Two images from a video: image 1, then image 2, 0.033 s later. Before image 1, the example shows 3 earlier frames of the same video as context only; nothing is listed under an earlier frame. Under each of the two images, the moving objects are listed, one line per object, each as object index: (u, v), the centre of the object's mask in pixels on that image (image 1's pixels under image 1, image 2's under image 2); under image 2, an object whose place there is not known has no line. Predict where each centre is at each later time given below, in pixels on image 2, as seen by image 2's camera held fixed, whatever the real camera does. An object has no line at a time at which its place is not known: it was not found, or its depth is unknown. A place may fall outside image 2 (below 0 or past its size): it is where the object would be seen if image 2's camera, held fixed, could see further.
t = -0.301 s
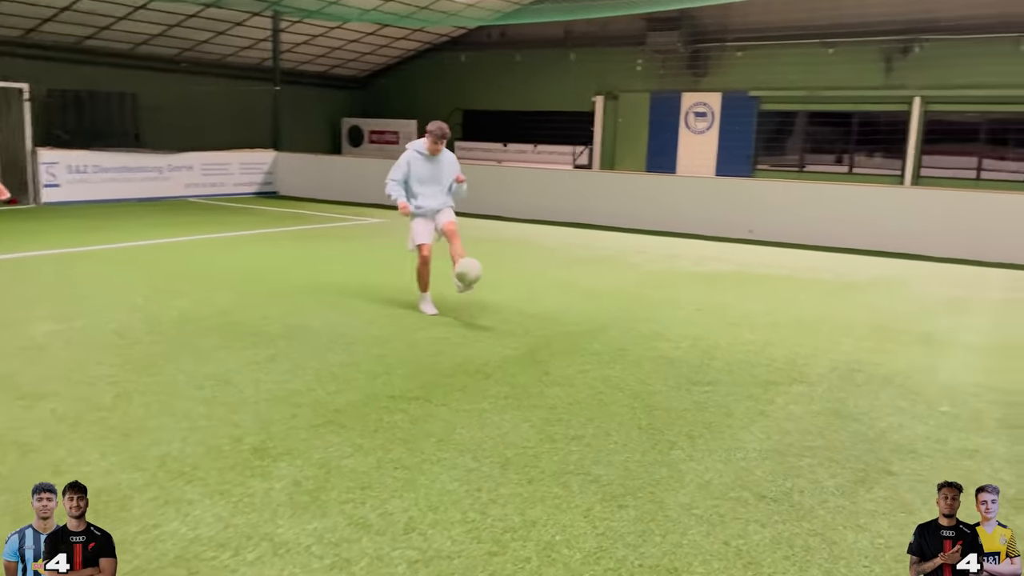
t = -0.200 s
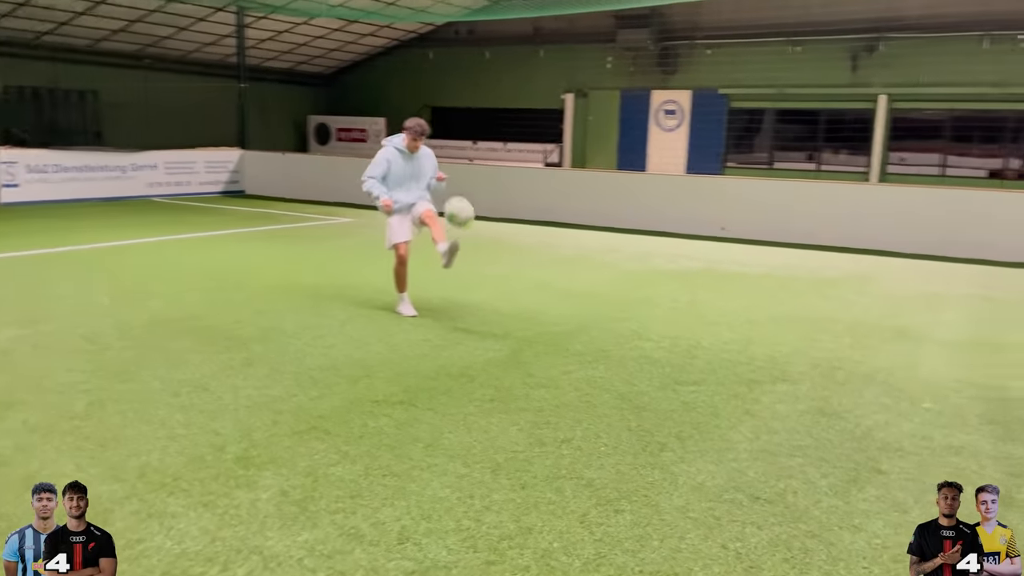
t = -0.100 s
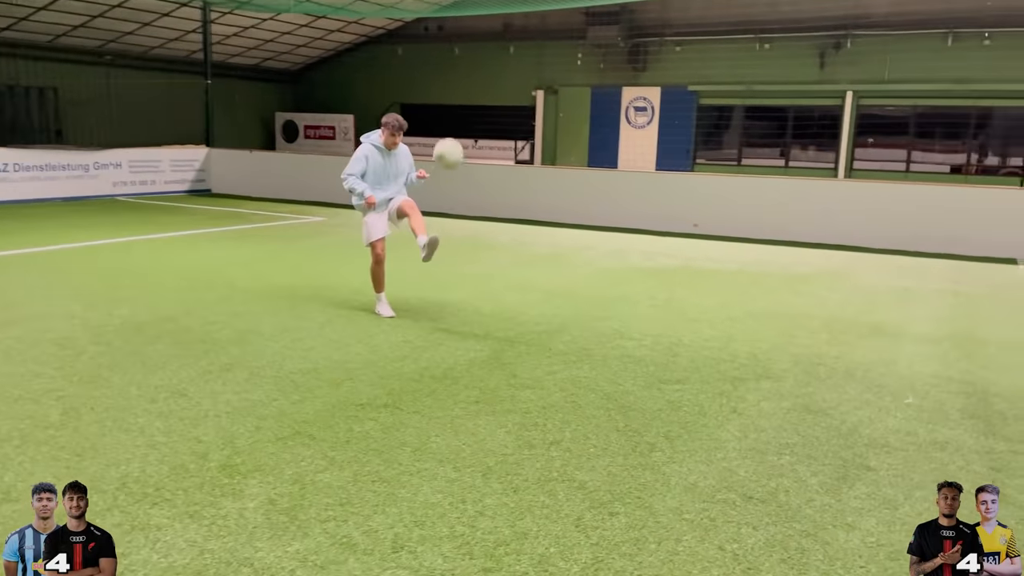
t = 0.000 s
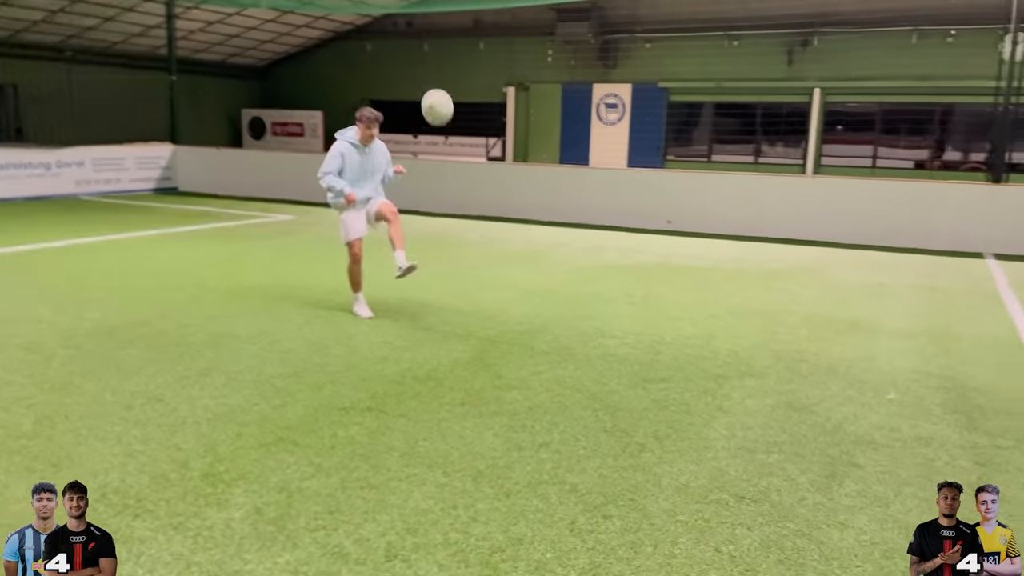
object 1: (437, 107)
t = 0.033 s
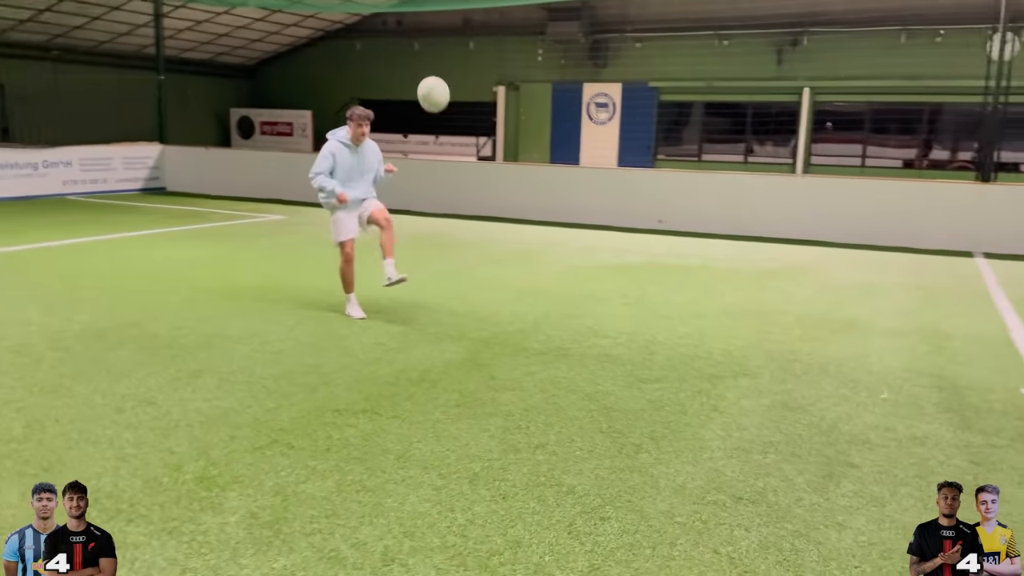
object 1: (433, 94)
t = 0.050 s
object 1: (436, 89)
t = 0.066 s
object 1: (439, 83)
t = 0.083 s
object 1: (441, 78)
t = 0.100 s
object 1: (443, 74)
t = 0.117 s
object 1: (446, 70)
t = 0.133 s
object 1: (449, 66)
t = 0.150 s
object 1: (452, 62)
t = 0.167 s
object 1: (454, 59)
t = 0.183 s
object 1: (457, 56)
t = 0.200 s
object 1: (460, 54)
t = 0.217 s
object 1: (463, 51)
